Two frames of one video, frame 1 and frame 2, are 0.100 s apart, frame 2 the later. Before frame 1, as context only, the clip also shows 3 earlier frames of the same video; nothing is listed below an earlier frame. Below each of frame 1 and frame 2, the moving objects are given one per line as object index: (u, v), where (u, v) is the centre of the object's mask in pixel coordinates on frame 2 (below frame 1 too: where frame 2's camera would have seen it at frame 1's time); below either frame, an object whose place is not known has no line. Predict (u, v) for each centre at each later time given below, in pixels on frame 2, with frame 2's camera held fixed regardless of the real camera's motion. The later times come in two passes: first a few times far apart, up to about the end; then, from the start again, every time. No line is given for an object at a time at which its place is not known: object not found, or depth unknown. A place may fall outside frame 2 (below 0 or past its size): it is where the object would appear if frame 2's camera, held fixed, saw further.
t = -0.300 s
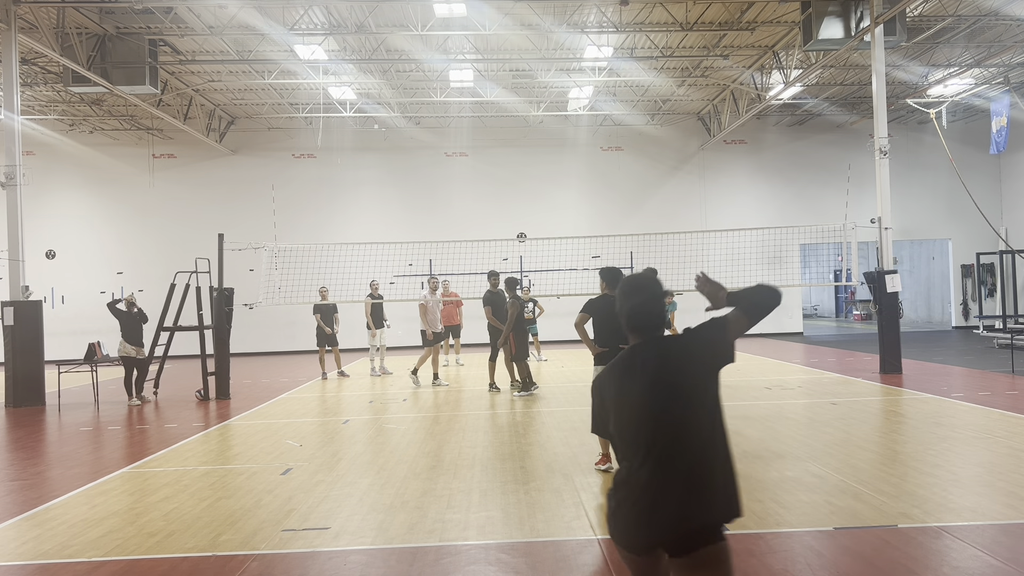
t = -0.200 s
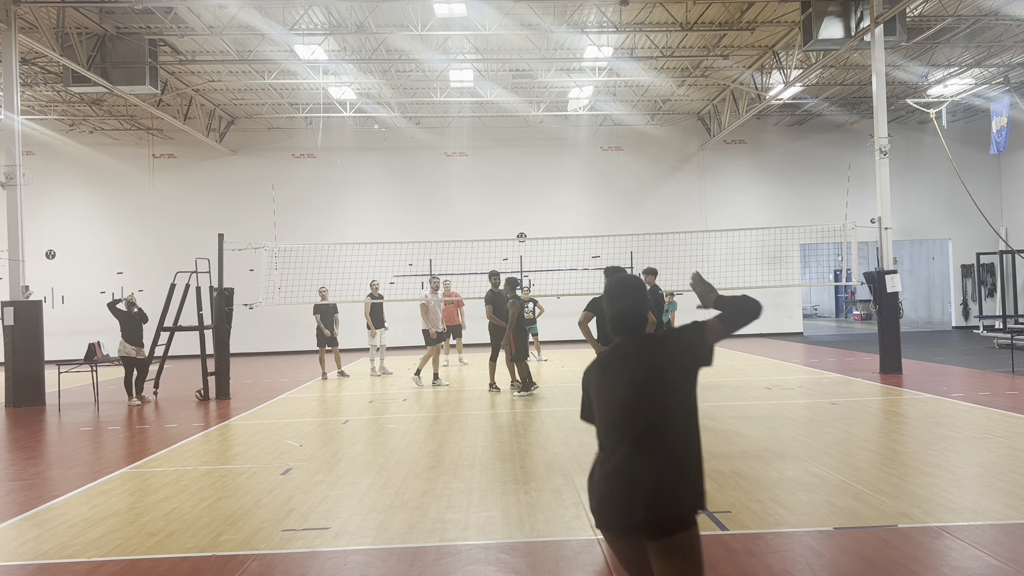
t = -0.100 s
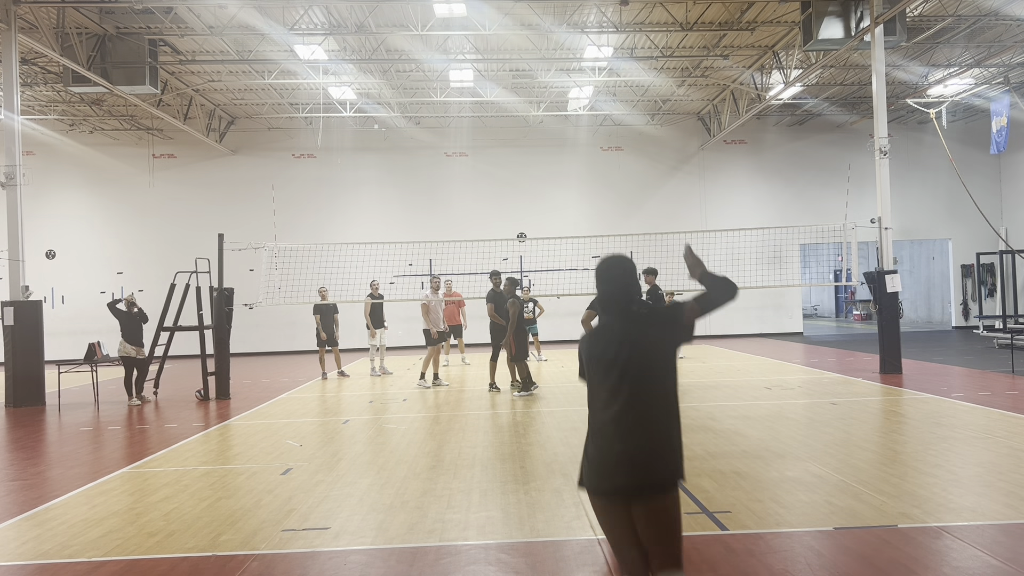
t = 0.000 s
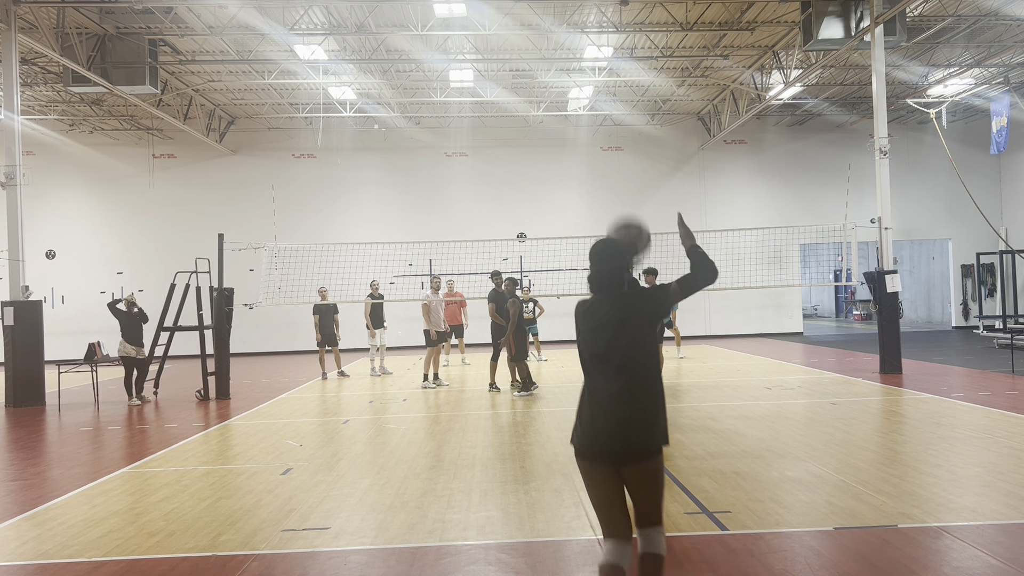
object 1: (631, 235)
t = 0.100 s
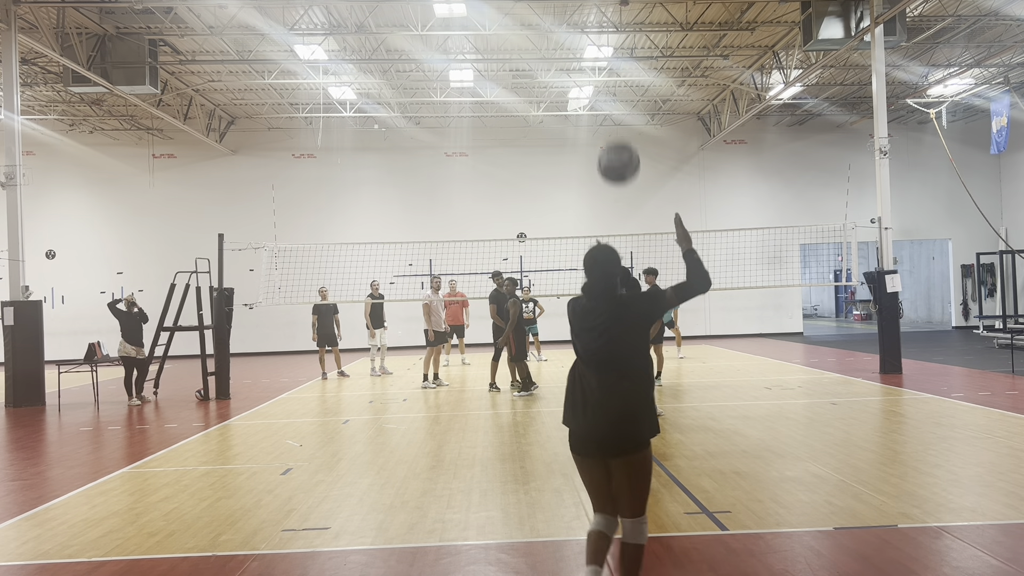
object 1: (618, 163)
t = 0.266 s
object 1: (605, 91)
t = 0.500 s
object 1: (591, 84)
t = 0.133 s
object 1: (615, 143)
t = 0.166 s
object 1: (613, 128)
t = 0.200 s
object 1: (610, 112)
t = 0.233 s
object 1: (607, 100)
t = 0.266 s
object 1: (605, 91)
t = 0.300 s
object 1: (603, 84)
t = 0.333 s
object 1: (600, 79)
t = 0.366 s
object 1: (598, 76)
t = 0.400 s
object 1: (596, 75)
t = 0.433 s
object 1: (595, 76)
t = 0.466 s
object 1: (593, 79)
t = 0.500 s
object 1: (591, 84)
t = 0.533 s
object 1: (590, 91)
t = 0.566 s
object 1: (589, 99)
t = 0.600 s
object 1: (587, 110)
